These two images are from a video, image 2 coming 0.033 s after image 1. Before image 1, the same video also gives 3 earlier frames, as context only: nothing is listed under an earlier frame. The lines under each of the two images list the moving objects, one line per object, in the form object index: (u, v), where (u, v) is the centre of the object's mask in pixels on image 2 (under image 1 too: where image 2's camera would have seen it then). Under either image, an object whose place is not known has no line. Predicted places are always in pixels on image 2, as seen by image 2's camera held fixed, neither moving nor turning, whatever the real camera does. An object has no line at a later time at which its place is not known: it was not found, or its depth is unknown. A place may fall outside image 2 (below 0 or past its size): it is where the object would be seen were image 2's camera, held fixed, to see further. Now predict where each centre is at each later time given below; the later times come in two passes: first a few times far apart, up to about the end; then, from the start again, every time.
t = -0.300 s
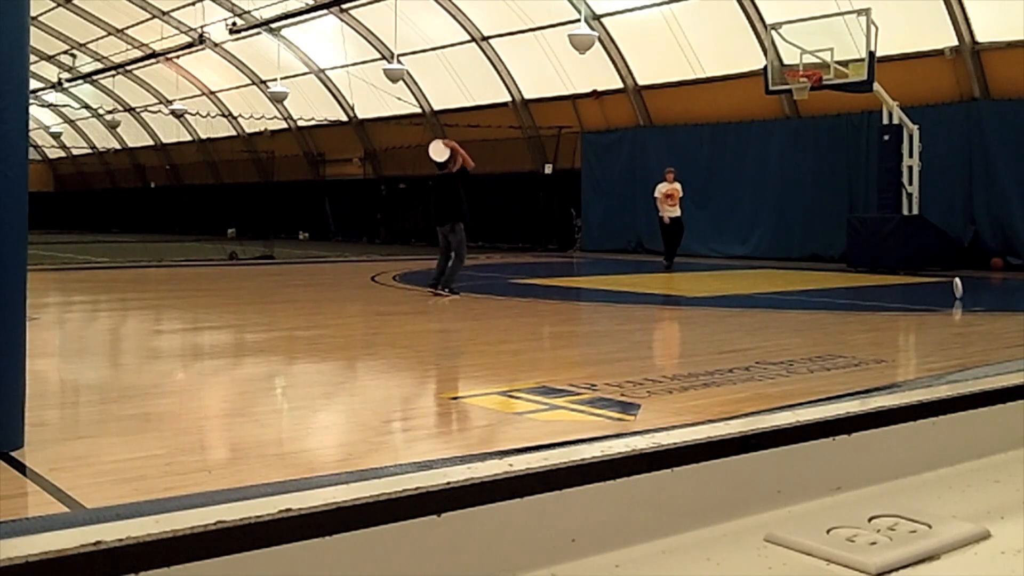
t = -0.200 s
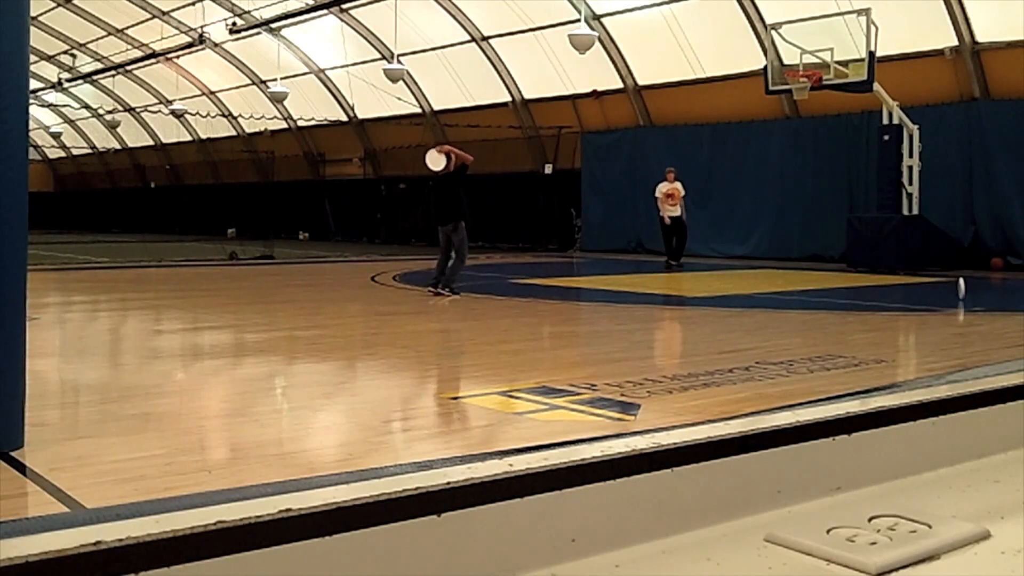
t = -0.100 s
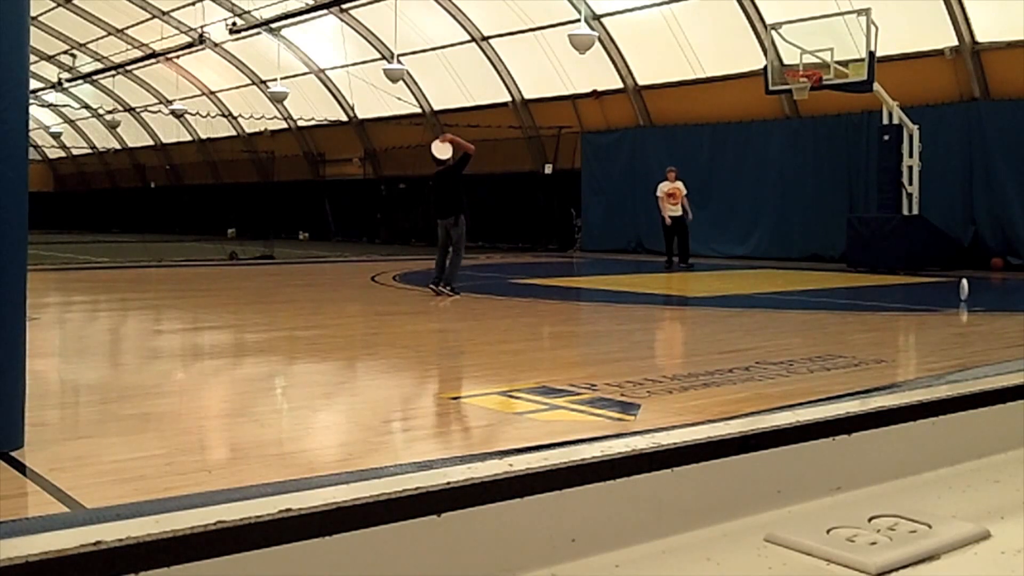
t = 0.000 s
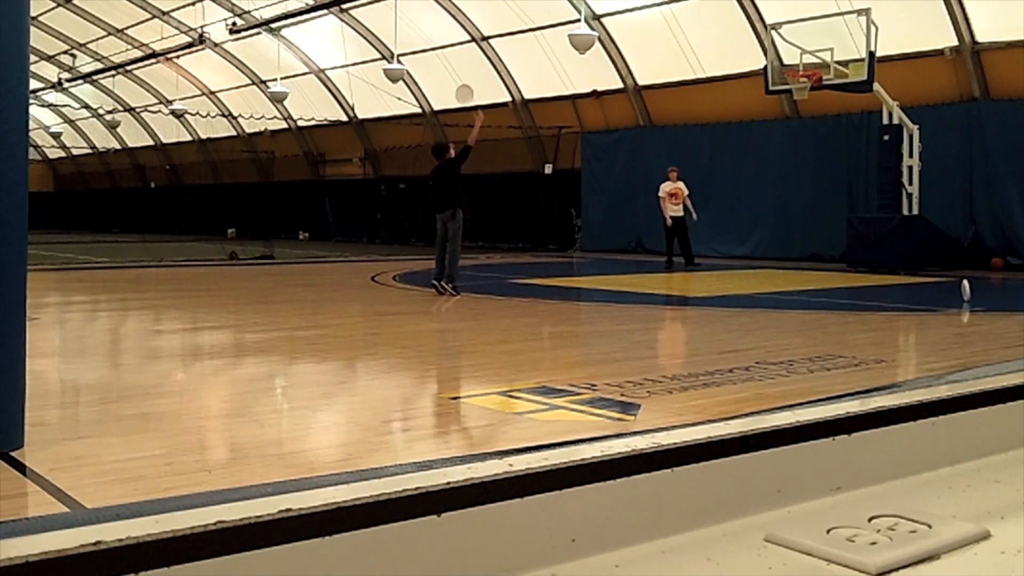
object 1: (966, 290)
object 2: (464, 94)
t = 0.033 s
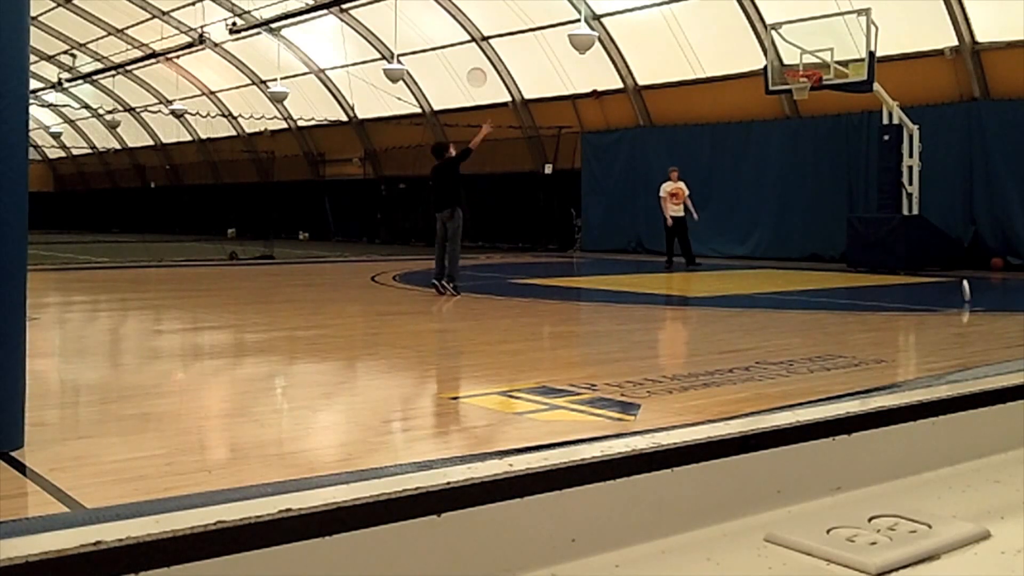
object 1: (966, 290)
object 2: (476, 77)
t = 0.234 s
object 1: (966, 291)
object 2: (544, 6)
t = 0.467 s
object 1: (959, 293)
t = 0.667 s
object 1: (948, 295)
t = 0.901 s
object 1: (930, 295)
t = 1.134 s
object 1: (905, 296)
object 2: (770, 34)
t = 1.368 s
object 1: (877, 296)
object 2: (805, 86)
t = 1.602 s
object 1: (848, 295)
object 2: (805, 85)
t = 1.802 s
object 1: (824, 295)
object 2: (795, 93)
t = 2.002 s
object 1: (803, 293)
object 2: (794, 117)
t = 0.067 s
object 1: (966, 290)
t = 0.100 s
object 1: (966, 290)
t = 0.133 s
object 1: (966, 291)
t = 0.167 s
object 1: (966, 291)
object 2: (523, 23)
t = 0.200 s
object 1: (966, 291)
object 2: (534, 13)
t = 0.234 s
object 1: (966, 291)
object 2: (544, 6)
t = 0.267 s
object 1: (965, 292)
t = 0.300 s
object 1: (965, 292)
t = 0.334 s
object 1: (964, 292)
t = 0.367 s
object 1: (963, 292)
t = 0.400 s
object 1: (962, 293)
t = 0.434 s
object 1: (960, 293)
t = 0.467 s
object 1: (959, 293)
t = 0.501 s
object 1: (958, 293)
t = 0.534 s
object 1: (956, 294)
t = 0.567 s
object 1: (955, 294)
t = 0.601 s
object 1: (953, 294)
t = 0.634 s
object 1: (951, 294)
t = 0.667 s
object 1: (948, 295)
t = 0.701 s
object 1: (946, 295)
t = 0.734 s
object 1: (943, 295)
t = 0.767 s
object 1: (941, 295)
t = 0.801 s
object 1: (938, 295)
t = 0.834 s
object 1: (936, 295)
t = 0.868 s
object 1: (932, 295)
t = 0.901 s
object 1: (930, 295)
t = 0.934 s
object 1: (927, 295)
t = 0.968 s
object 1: (923, 296)
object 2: (736, 2)
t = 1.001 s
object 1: (920, 296)
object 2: (742, 5)
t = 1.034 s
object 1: (916, 296)
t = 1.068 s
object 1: (912, 296)
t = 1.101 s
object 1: (909, 296)
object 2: (763, 26)
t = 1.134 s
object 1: (905, 296)
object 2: (770, 34)
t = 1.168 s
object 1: (901, 296)
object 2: (777, 42)
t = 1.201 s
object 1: (897, 296)
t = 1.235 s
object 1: (893, 296)
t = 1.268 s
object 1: (889, 296)
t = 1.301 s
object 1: (885, 296)
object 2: (806, 79)
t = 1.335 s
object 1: (881, 296)
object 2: (809, 84)
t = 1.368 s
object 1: (877, 296)
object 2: (805, 86)
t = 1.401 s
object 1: (873, 296)
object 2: (808, 83)
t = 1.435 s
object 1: (868, 296)
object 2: (809, 83)
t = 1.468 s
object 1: (864, 296)
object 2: (809, 83)
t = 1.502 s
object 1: (860, 296)
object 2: (809, 83)
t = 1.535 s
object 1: (856, 296)
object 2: (808, 84)
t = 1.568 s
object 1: (852, 295)
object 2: (806, 84)
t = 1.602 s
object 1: (848, 295)
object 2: (805, 85)
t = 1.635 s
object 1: (843, 295)
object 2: (804, 89)
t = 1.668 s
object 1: (839, 295)
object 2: (802, 88)
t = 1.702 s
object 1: (835, 295)
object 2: (800, 89)
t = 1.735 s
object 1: (832, 295)
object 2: (798, 90)
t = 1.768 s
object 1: (828, 295)
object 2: (796, 92)
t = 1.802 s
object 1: (824, 295)
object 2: (795, 93)
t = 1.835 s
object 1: (820, 294)
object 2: (794, 96)
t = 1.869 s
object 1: (816, 294)
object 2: (795, 97)
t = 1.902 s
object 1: (813, 294)
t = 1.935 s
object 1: (810, 293)
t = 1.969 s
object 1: (806, 293)
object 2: (794, 111)
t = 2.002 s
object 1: (803, 293)
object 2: (794, 117)
